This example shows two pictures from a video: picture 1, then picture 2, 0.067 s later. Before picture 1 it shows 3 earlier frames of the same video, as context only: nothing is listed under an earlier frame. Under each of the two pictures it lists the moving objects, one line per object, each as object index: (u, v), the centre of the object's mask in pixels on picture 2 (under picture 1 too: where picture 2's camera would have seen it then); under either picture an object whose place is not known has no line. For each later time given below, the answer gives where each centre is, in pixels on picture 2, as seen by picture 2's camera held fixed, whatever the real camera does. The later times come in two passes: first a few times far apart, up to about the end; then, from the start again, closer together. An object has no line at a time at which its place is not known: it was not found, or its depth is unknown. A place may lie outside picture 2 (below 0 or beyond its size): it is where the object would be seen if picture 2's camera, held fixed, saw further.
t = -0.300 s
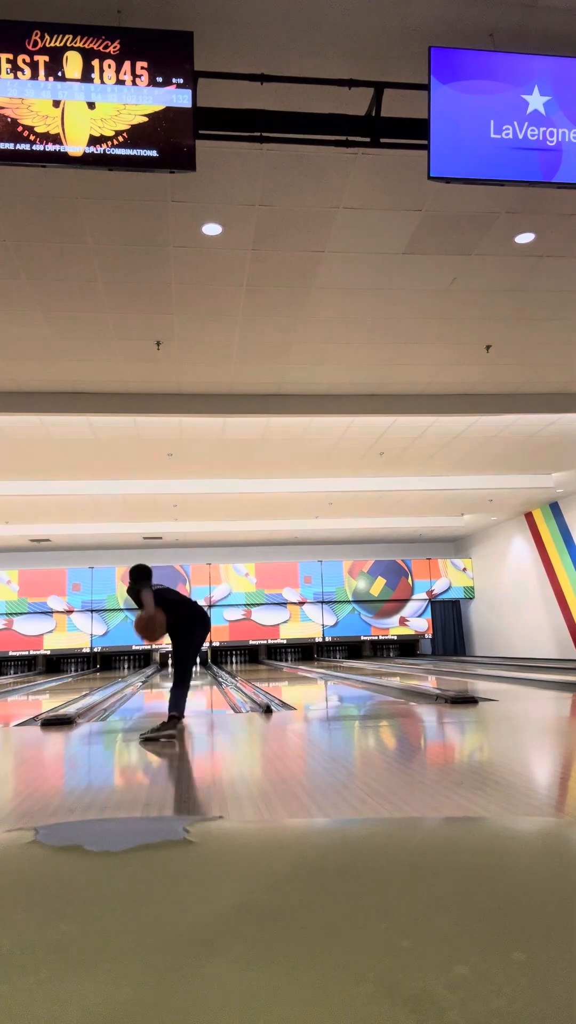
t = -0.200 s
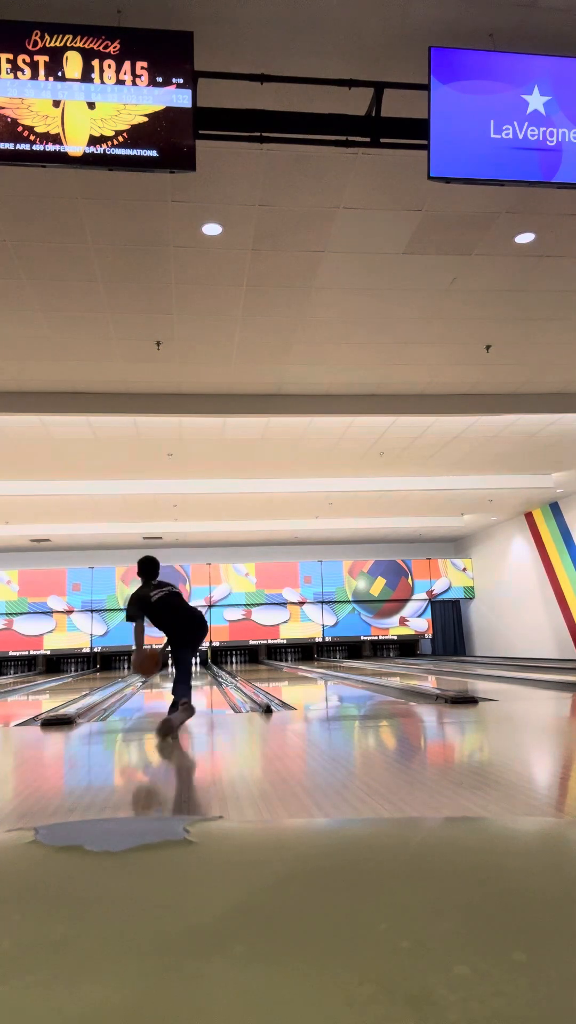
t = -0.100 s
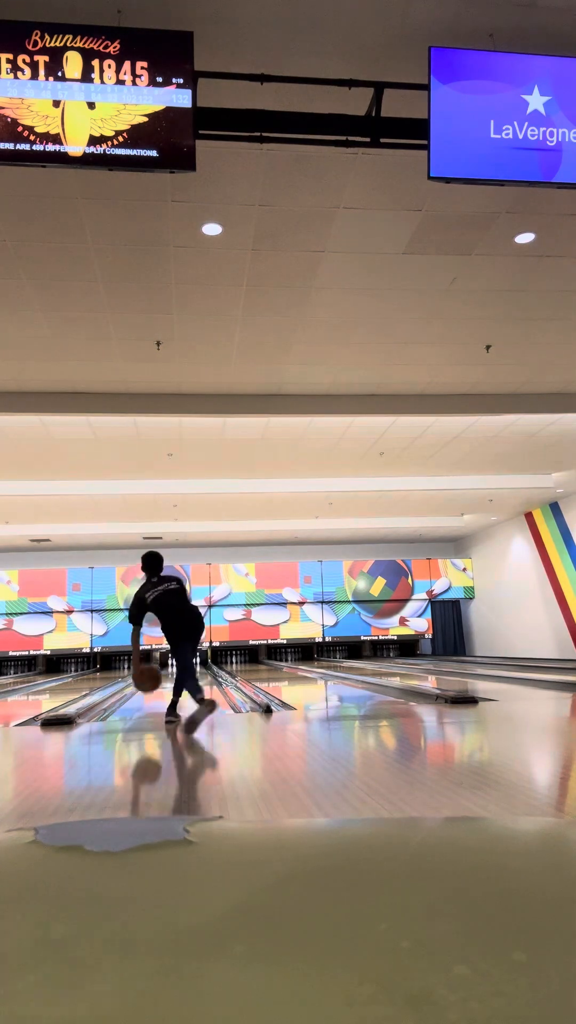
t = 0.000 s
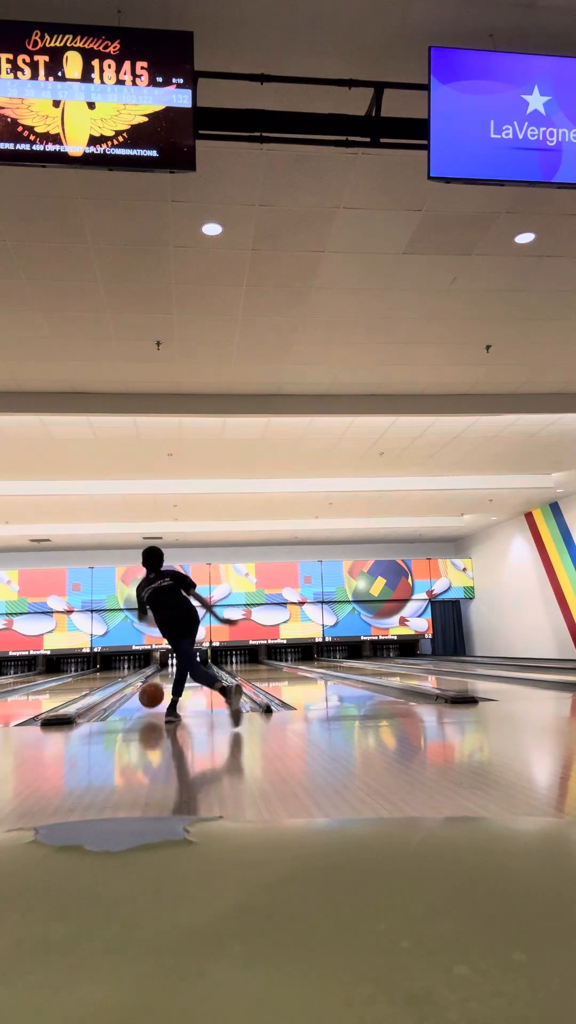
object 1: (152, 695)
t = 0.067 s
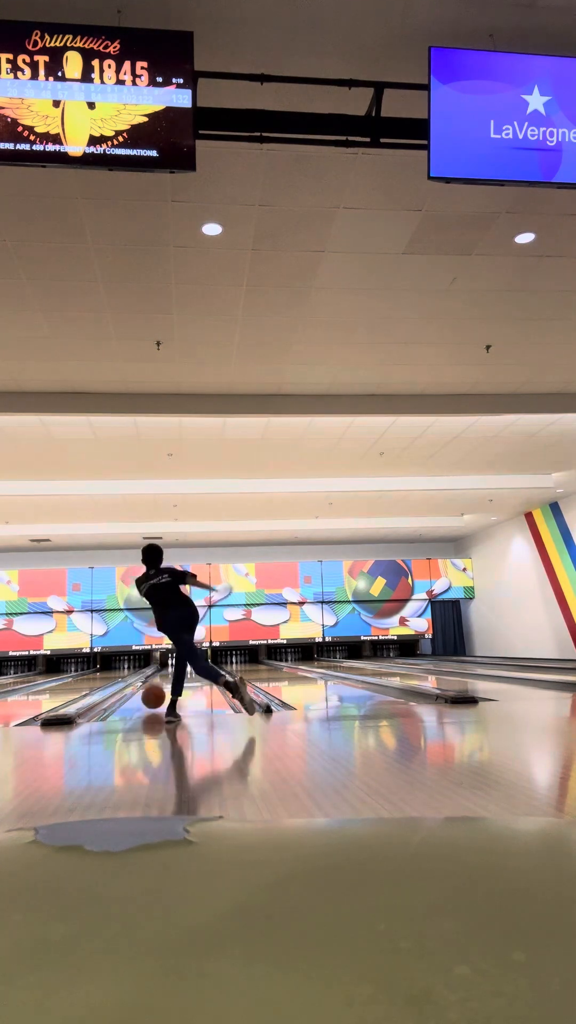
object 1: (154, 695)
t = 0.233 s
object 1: (158, 691)
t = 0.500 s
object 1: (163, 683)
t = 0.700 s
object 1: (165, 680)
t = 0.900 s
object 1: (167, 676)
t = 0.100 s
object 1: (155, 694)
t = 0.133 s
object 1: (155, 693)
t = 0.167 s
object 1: (156, 692)
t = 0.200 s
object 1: (158, 692)
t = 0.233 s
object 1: (158, 691)
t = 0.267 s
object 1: (159, 690)
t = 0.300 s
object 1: (160, 688)
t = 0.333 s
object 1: (161, 687)
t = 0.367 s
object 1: (161, 686)
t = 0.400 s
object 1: (162, 685)
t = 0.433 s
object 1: (163, 685)
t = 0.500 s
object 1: (163, 683)
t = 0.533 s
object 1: (163, 683)
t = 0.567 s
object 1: (164, 682)
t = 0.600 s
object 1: (164, 681)
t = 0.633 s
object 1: (165, 681)
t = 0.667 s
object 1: (165, 680)
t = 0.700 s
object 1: (165, 680)
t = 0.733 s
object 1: (166, 679)
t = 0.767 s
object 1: (167, 678)
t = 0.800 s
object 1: (166, 678)
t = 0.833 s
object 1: (167, 677)
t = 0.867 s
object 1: (167, 677)
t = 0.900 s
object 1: (167, 676)
